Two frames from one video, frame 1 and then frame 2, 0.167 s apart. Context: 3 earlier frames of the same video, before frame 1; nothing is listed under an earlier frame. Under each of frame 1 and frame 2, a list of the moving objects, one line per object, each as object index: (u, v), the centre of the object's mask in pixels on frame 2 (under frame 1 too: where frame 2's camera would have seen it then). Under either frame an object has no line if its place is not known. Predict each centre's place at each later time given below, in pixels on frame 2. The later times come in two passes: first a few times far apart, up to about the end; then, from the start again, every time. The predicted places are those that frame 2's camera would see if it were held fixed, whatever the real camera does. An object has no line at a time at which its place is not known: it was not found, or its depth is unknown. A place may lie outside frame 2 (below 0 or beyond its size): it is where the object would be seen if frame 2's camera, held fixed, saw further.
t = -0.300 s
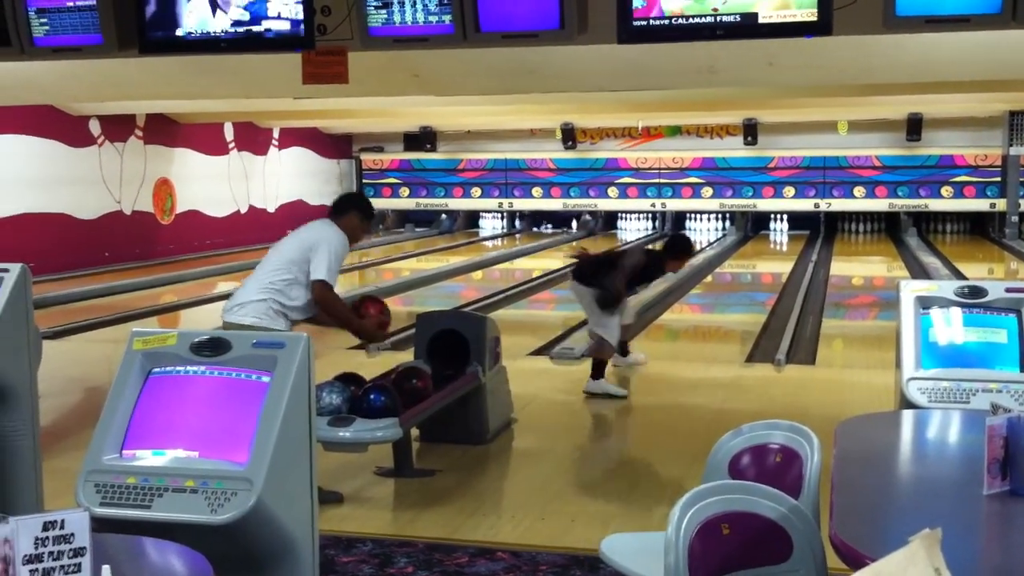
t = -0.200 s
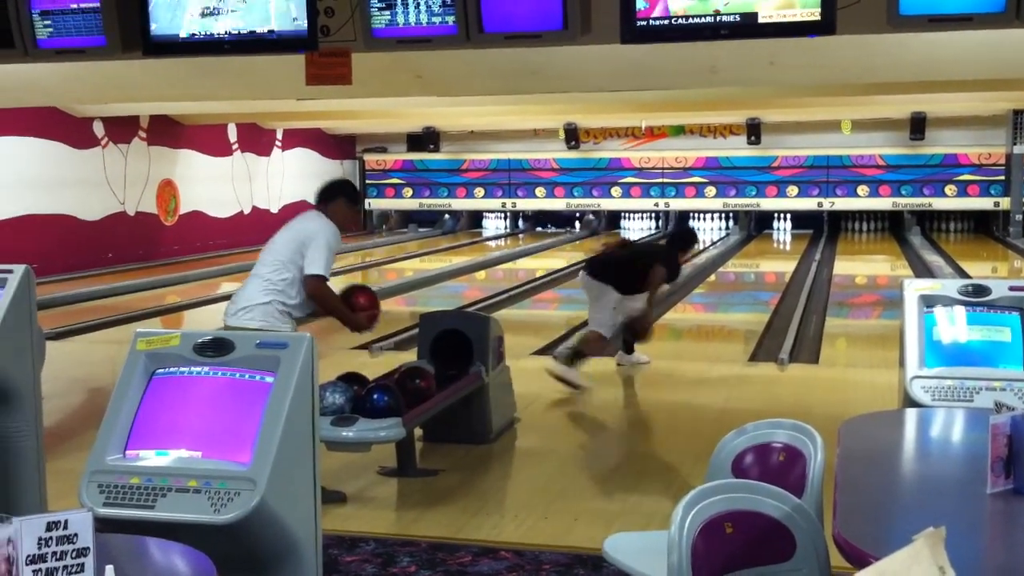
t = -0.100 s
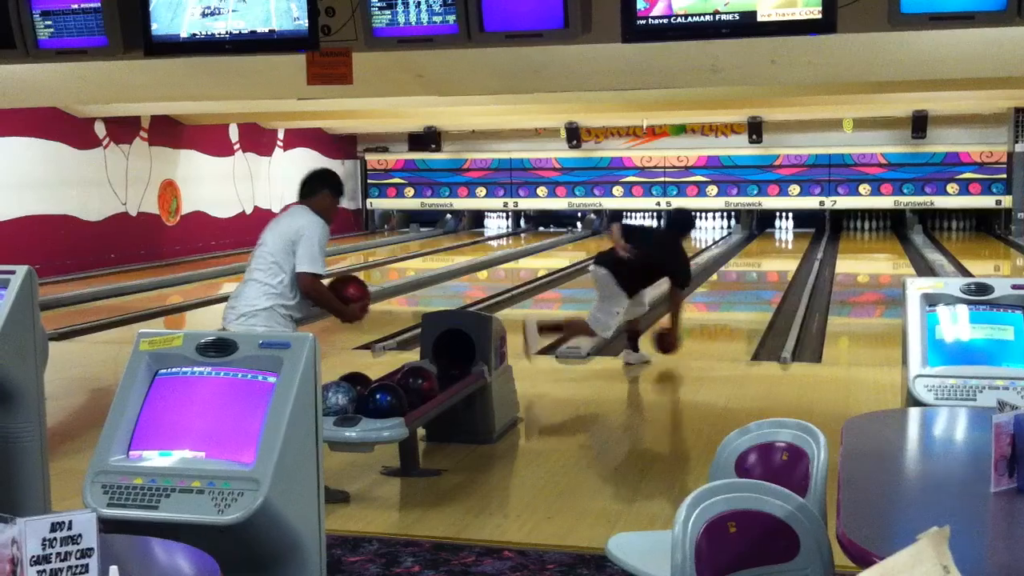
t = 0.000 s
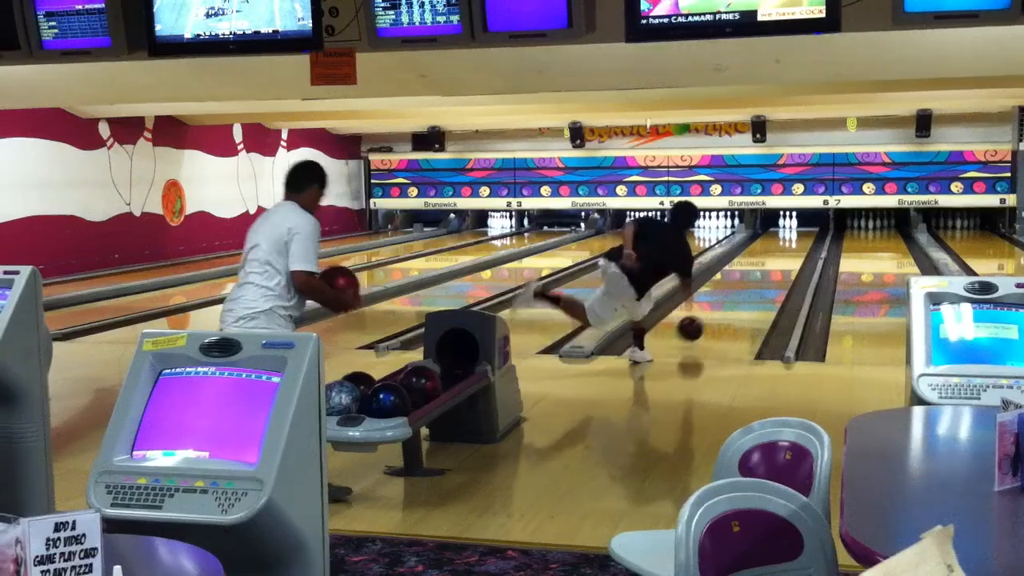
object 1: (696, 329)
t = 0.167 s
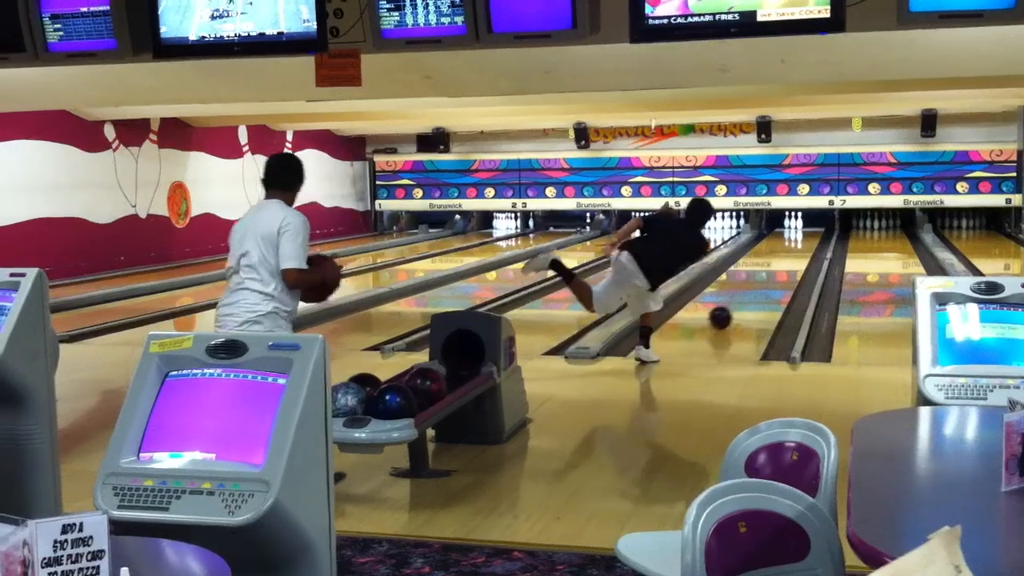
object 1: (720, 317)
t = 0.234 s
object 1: (729, 311)
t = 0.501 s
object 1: (756, 291)
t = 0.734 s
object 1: (774, 277)
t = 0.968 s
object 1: (789, 266)
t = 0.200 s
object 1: (725, 314)
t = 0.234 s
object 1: (729, 311)
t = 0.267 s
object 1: (733, 308)
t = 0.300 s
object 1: (737, 305)
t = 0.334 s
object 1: (740, 303)
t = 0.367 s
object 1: (743, 300)
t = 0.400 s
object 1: (747, 298)
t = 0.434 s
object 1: (750, 295)
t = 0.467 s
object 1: (753, 293)
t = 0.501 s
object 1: (756, 291)
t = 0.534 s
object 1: (759, 289)
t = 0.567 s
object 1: (762, 287)
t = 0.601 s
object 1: (765, 285)
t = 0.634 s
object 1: (767, 282)
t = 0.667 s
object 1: (770, 281)
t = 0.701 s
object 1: (772, 279)
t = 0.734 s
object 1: (774, 277)
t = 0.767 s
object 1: (777, 275)
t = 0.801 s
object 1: (779, 273)
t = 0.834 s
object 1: (782, 272)
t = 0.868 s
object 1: (784, 270)
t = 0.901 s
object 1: (786, 268)
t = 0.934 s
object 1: (787, 267)
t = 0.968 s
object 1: (789, 266)
